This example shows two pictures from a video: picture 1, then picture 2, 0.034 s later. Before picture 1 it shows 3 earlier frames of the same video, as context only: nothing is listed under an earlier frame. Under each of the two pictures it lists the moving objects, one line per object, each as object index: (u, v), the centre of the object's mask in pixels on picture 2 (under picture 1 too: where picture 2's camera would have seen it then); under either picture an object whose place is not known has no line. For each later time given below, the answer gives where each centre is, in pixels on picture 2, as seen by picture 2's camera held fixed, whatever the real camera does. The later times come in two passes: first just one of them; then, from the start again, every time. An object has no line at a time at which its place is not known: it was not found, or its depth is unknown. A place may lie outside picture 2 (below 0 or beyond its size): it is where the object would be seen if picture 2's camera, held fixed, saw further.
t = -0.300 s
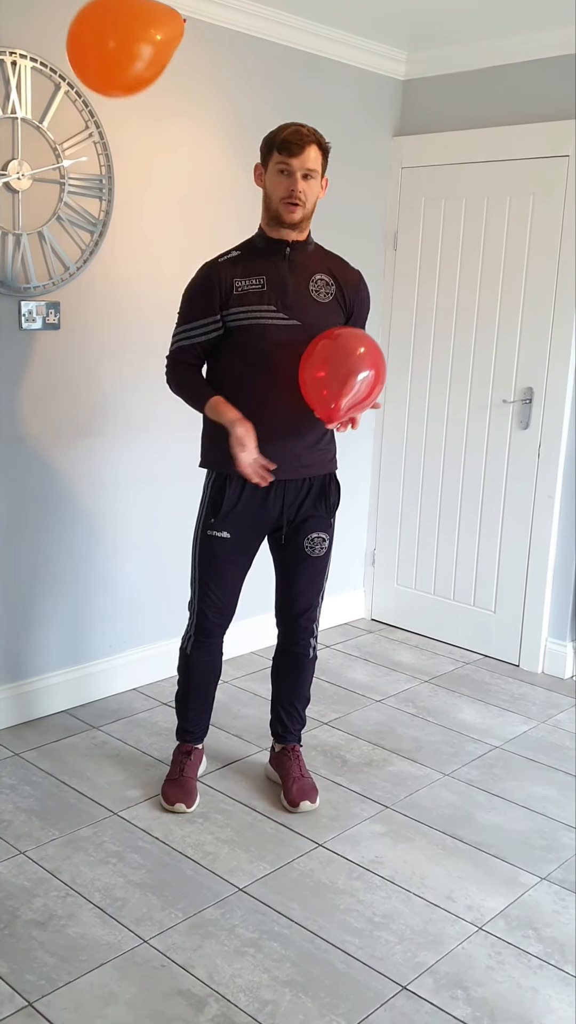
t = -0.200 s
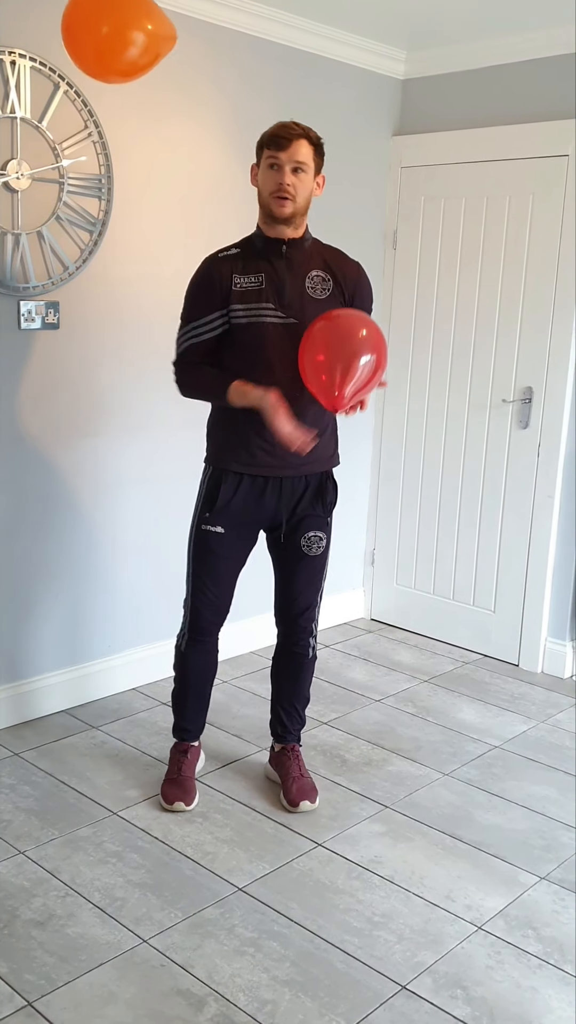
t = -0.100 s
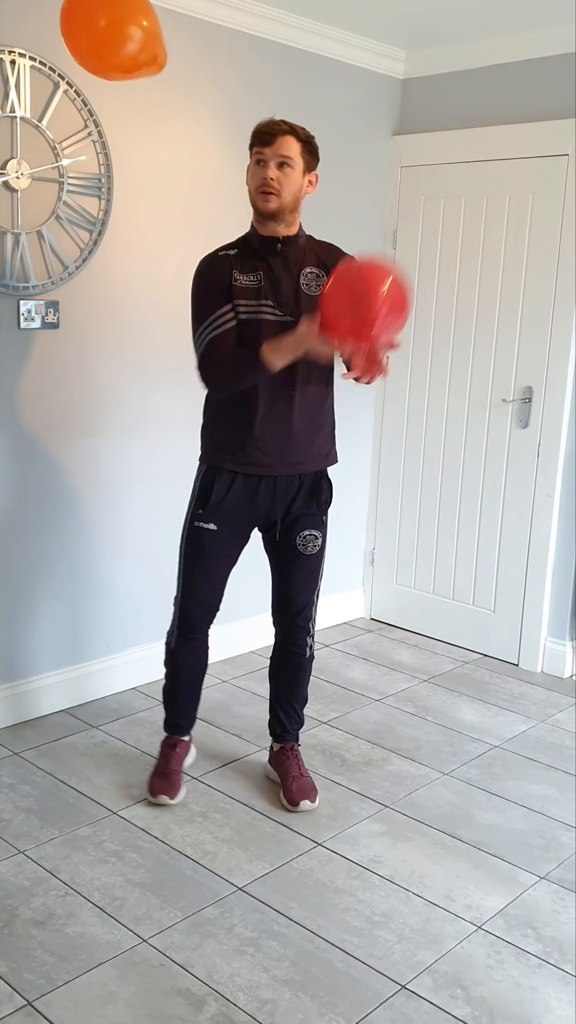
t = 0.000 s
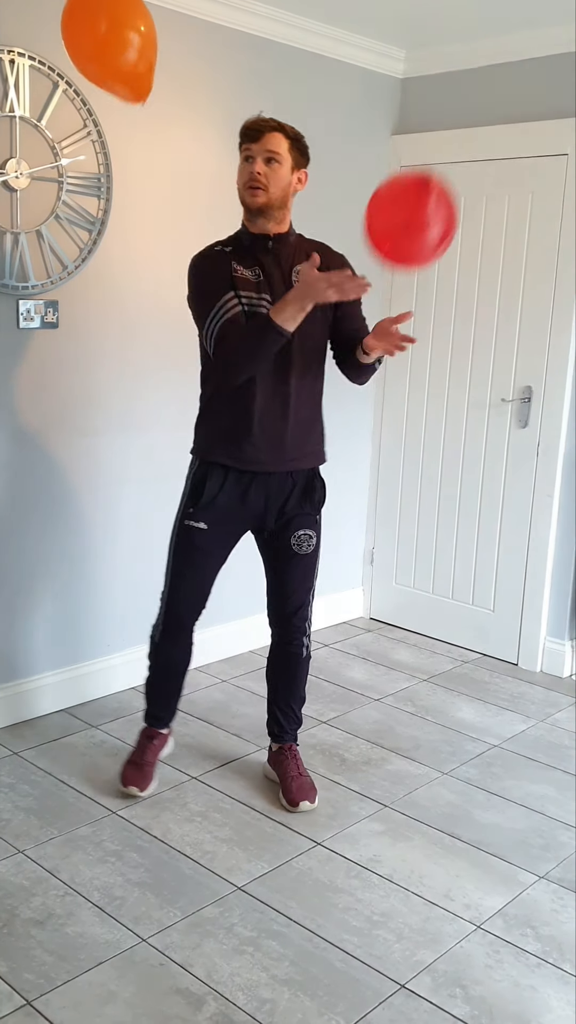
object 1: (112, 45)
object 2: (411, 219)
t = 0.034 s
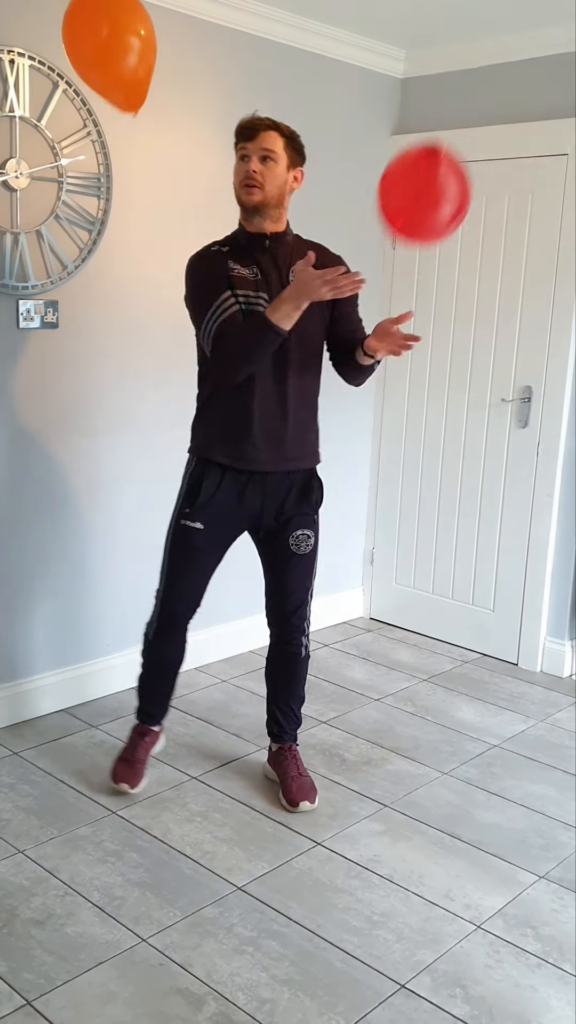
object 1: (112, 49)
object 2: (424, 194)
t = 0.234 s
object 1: (110, 96)
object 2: (480, 81)
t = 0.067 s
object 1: (111, 54)
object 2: (436, 170)
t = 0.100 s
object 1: (111, 59)
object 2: (447, 148)
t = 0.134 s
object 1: (111, 67)
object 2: (457, 128)
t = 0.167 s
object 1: (110, 76)
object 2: (465, 110)
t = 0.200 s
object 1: (110, 86)
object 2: (473, 94)
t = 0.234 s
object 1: (110, 96)
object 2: (480, 81)
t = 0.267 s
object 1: (109, 107)
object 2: (485, 68)
